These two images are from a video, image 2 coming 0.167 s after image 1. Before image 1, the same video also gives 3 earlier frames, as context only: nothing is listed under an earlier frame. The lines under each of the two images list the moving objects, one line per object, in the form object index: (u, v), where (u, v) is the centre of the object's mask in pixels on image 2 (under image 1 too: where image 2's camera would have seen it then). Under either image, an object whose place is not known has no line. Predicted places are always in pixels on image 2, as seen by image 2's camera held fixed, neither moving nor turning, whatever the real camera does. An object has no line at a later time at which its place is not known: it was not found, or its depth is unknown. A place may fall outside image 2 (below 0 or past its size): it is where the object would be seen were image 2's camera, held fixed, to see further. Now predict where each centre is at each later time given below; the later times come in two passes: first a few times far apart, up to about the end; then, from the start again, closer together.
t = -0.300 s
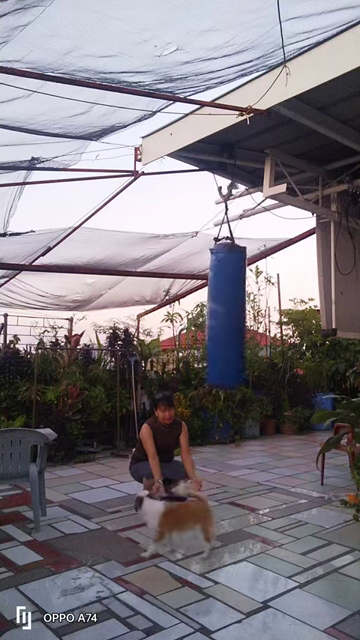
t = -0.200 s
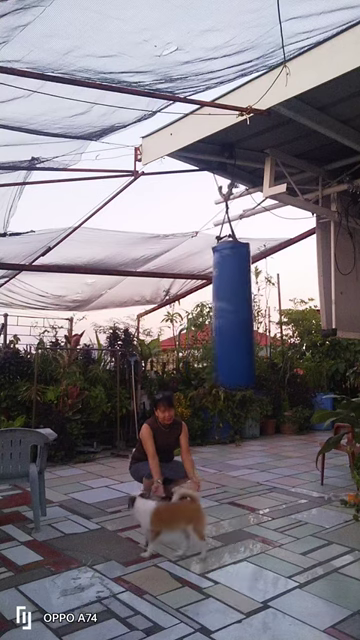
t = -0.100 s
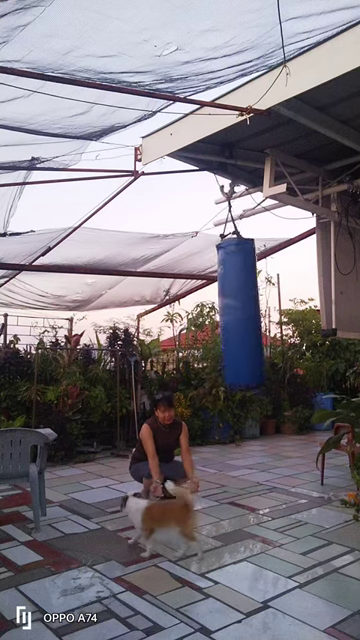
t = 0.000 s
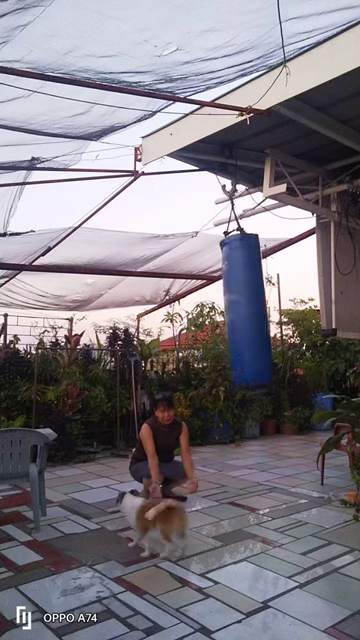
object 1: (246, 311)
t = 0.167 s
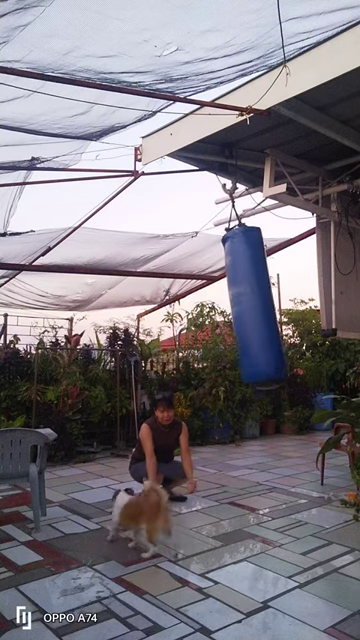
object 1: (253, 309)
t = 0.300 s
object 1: (255, 306)
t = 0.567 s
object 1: (246, 304)
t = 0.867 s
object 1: (226, 313)
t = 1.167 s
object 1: (209, 315)
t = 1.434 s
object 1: (206, 313)
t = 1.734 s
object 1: (213, 313)
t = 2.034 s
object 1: (230, 315)
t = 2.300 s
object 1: (246, 311)
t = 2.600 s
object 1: (253, 307)
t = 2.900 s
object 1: (242, 304)
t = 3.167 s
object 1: (225, 312)
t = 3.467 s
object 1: (211, 314)
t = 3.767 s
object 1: (208, 314)
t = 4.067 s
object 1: (218, 313)
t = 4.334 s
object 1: (233, 315)
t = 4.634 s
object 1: (249, 312)
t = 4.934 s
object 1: (250, 309)
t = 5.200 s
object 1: (238, 306)
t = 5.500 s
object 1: (218, 313)
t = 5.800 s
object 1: (207, 314)
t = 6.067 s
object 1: (209, 314)
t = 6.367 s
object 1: (221, 314)
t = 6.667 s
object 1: (241, 315)
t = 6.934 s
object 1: (252, 311)
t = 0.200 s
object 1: (254, 308)
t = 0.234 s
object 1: (255, 307)
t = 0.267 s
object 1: (255, 307)
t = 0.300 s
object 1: (255, 306)
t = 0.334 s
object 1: (255, 306)
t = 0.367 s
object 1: (254, 306)
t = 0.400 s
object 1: (254, 306)
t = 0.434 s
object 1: (253, 306)
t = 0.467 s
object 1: (252, 307)
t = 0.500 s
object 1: (250, 304)
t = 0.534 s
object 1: (248, 303)
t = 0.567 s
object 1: (246, 304)
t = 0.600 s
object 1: (244, 306)
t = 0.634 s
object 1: (243, 307)
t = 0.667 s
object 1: (241, 308)
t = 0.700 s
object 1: (238, 309)
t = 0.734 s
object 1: (236, 309)
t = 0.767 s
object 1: (233, 311)
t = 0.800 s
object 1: (231, 312)
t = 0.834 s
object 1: (229, 313)
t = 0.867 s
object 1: (226, 313)
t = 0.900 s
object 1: (224, 314)
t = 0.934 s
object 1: (221, 313)
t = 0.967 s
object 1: (219, 314)
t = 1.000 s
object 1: (218, 315)
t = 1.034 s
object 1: (216, 316)
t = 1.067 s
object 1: (214, 315)
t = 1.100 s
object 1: (212, 315)
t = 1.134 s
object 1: (211, 315)
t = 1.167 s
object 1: (209, 315)
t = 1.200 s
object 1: (208, 315)
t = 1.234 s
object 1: (207, 315)
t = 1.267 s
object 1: (207, 314)
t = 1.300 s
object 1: (206, 314)
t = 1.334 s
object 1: (206, 313)
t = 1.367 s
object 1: (206, 313)
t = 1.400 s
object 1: (206, 313)
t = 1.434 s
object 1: (206, 313)
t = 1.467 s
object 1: (206, 313)
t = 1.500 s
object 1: (206, 313)
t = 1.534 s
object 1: (206, 313)
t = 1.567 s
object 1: (207, 313)
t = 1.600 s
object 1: (208, 313)
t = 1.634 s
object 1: (209, 313)
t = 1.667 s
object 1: (210, 313)
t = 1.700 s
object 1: (212, 313)
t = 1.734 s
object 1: (213, 313)
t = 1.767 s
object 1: (214, 314)
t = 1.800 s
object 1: (216, 313)
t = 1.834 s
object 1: (218, 314)
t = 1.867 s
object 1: (220, 315)
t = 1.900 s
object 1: (222, 315)
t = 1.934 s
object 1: (224, 315)
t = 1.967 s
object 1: (226, 314)
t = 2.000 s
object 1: (228, 315)
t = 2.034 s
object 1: (230, 315)
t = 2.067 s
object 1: (232, 315)
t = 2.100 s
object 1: (235, 315)
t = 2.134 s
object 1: (237, 315)
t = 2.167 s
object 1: (239, 315)
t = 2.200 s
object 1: (241, 315)
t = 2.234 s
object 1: (243, 314)
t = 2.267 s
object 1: (245, 312)
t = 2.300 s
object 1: (246, 311)
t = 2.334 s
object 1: (248, 310)
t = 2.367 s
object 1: (249, 309)
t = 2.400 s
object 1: (250, 308)
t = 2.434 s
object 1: (251, 307)
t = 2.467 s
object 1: (252, 307)
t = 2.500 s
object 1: (253, 308)
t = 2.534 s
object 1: (253, 308)
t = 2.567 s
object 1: (253, 307)
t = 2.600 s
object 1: (253, 307)
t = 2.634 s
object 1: (253, 307)
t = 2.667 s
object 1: (252, 307)
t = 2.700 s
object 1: (252, 307)
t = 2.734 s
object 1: (251, 307)
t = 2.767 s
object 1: (249, 306)
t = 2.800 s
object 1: (248, 305)
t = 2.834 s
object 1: (246, 306)
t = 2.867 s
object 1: (245, 306)
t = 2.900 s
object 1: (242, 304)
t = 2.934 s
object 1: (241, 306)
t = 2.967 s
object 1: (239, 307)
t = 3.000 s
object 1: (236, 307)
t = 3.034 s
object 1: (234, 308)
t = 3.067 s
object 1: (232, 309)
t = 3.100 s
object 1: (230, 312)
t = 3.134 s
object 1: (228, 313)
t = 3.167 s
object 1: (225, 312)
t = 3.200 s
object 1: (223, 312)
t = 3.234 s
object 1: (221, 312)
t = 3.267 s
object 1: (220, 313)
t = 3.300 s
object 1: (218, 314)
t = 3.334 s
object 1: (216, 314)
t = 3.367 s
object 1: (214, 314)
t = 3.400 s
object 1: (213, 314)
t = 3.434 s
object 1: (212, 314)
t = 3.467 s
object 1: (211, 314)
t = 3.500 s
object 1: (210, 314)
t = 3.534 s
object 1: (209, 314)
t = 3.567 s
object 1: (209, 314)
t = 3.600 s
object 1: (209, 314)
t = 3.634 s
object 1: (208, 314)
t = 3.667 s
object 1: (208, 314)
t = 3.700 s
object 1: (208, 314)
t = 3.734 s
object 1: (208, 314)
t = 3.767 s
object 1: (208, 314)
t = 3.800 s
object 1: (209, 314)
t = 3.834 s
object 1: (209, 313)
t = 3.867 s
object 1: (210, 313)
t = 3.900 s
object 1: (212, 312)
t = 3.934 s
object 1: (213, 313)
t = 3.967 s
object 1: (214, 313)
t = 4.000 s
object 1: (216, 314)
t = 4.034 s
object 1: (217, 314)
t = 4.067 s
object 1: (218, 313)
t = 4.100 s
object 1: (220, 314)
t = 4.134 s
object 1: (222, 315)
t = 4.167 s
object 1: (224, 315)
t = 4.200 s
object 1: (226, 315)
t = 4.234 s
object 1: (228, 316)
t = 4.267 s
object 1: (229, 316)
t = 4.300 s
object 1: (232, 316)
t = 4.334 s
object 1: (233, 315)
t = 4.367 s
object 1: (236, 315)
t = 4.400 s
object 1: (237, 315)
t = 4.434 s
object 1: (240, 315)
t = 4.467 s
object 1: (242, 315)
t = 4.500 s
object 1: (243, 316)
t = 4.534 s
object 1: (245, 315)
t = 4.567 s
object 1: (246, 314)
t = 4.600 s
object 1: (247, 312)
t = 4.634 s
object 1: (249, 312)
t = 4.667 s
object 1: (249, 311)
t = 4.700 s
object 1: (250, 312)
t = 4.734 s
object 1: (251, 311)
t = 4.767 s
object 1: (251, 311)
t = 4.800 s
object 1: (251, 311)
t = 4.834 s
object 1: (252, 311)
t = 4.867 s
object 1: (251, 310)
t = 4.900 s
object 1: (251, 310)
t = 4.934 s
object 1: (250, 309)
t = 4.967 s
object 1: (250, 309)
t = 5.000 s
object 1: (249, 309)
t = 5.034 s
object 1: (247, 308)
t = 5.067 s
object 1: (246, 308)
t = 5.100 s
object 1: (243, 305)
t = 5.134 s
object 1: (242, 306)
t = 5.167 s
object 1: (240, 307)
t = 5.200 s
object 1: (238, 306)
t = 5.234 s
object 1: (236, 308)
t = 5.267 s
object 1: (234, 309)
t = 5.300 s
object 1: (231, 309)
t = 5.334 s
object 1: (229, 310)
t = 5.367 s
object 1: (227, 313)
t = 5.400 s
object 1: (225, 314)
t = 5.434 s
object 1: (223, 312)
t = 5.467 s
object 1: (220, 312)
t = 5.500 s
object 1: (218, 313)
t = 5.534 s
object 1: (217, 314)
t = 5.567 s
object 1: (215, 315)
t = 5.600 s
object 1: (214, 315)
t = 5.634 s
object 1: (212, 315)
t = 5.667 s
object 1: (211, 314)
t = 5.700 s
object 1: (210, 314)
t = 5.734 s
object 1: (209, 314)
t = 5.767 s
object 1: (208, 314)
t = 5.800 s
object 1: (207, 314)
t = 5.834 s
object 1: (207, 314)
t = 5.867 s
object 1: (207, 315)
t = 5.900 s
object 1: (207, 314)
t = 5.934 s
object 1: (207, 314)
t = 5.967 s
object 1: (207, 315)
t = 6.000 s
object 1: (208, 314)
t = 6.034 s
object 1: (208, 314)
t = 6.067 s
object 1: (209, 314)
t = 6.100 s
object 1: (210, 313)
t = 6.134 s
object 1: (211, 313)
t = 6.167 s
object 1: (212, 314)
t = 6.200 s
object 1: (213, 313)
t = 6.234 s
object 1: (214, 314)
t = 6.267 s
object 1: (216, 314)
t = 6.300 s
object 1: (218, 314)
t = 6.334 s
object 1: (220, 314)
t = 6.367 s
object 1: (221, 314)
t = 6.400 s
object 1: (224, 314)
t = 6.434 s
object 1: (225, 315)
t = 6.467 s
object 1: (228, 315)
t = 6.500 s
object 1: (230, 315)
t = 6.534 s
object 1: (232, 315)
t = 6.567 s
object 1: (234, 315)
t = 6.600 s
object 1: (236, 315)
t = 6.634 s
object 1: (239, 315)
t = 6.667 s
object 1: (241, 315)
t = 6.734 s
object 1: (245, 314)
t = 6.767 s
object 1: (246, 315)
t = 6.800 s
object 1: (247, 314)
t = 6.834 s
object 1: (249, 313)
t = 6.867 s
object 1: (250, 313)
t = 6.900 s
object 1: (251, 311)
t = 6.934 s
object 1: (252, 311)
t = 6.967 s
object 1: (253, 310)
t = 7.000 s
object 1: (253, 310)
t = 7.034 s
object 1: (253, 310)
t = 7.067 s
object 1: (253, 308)
